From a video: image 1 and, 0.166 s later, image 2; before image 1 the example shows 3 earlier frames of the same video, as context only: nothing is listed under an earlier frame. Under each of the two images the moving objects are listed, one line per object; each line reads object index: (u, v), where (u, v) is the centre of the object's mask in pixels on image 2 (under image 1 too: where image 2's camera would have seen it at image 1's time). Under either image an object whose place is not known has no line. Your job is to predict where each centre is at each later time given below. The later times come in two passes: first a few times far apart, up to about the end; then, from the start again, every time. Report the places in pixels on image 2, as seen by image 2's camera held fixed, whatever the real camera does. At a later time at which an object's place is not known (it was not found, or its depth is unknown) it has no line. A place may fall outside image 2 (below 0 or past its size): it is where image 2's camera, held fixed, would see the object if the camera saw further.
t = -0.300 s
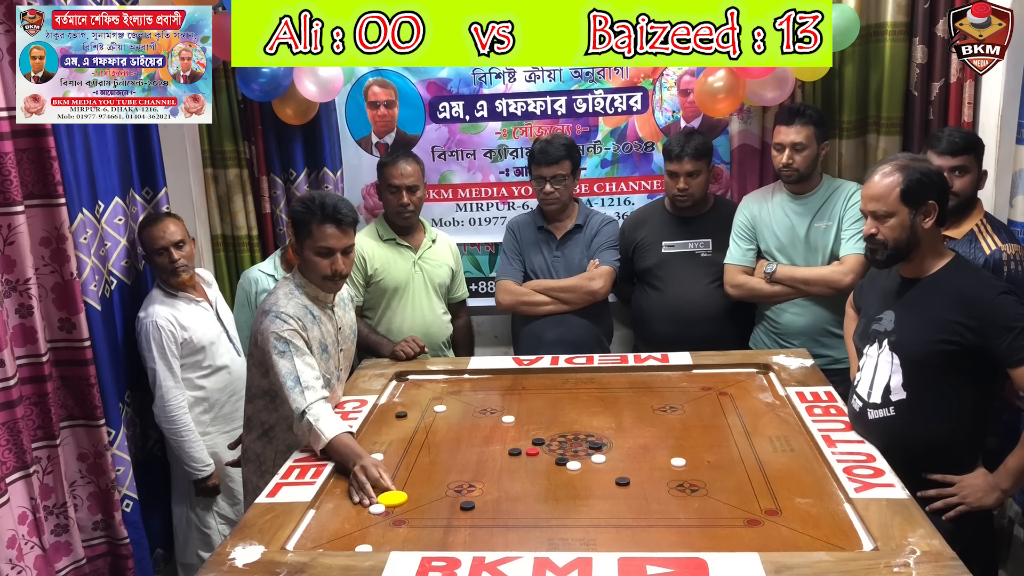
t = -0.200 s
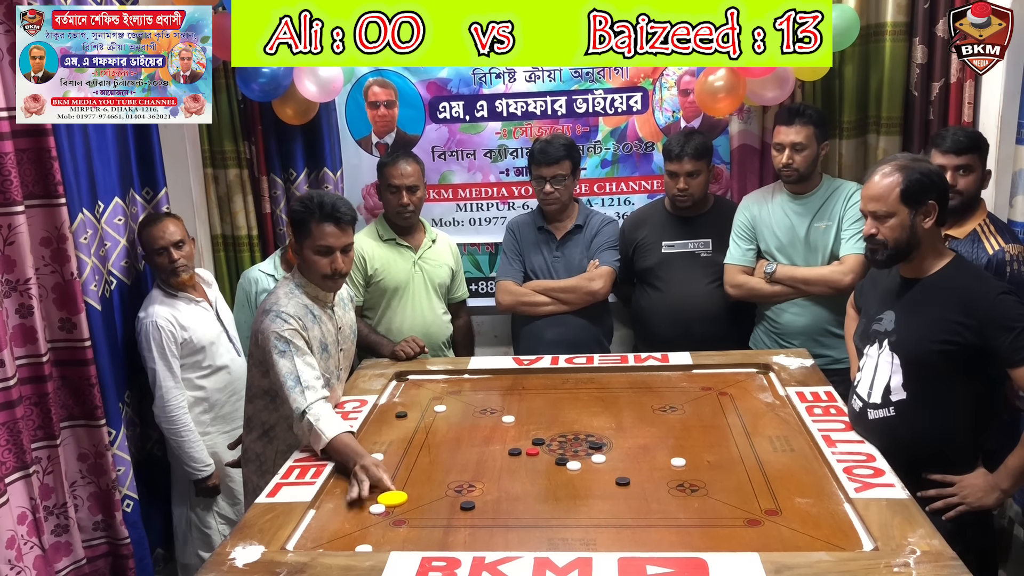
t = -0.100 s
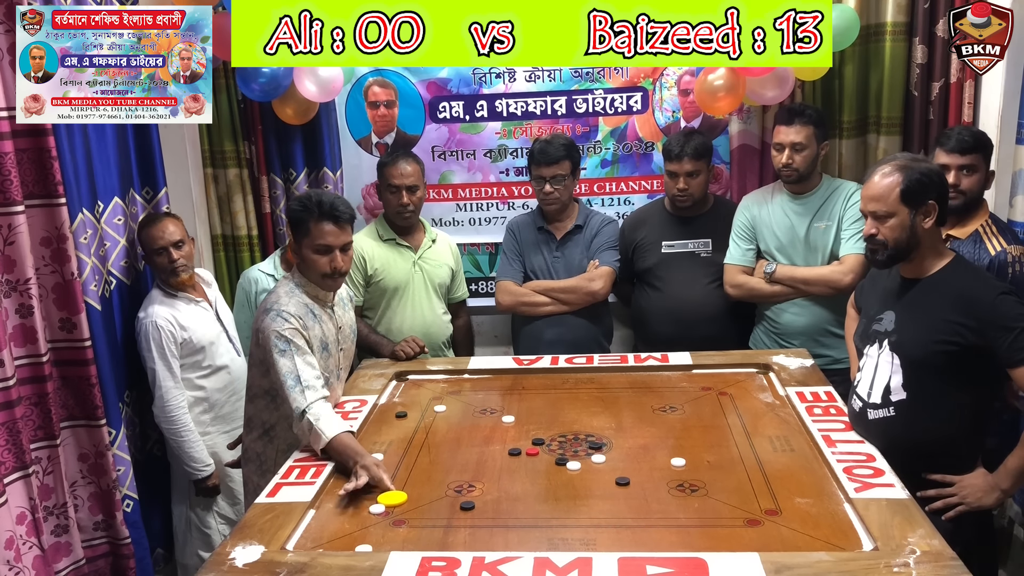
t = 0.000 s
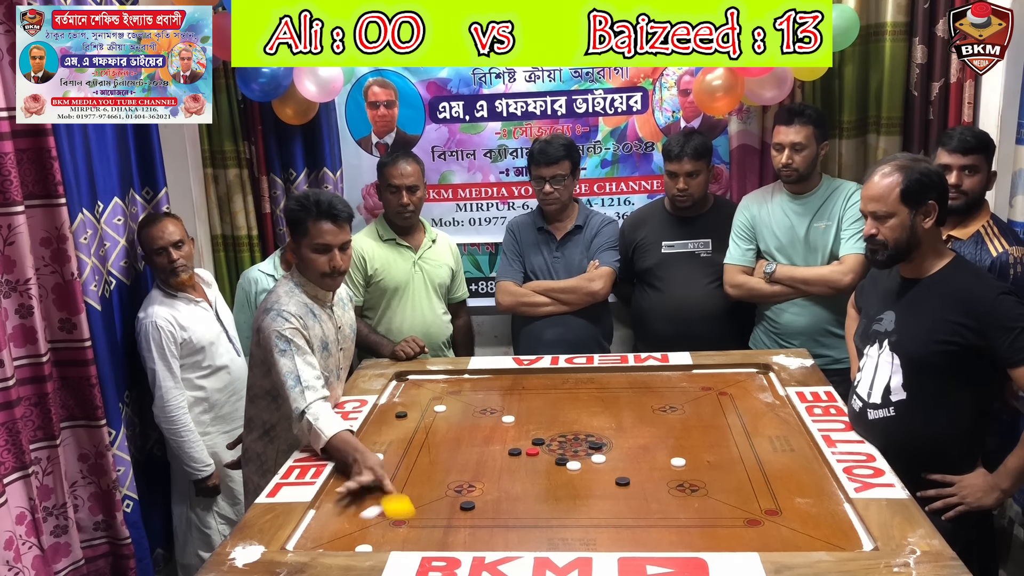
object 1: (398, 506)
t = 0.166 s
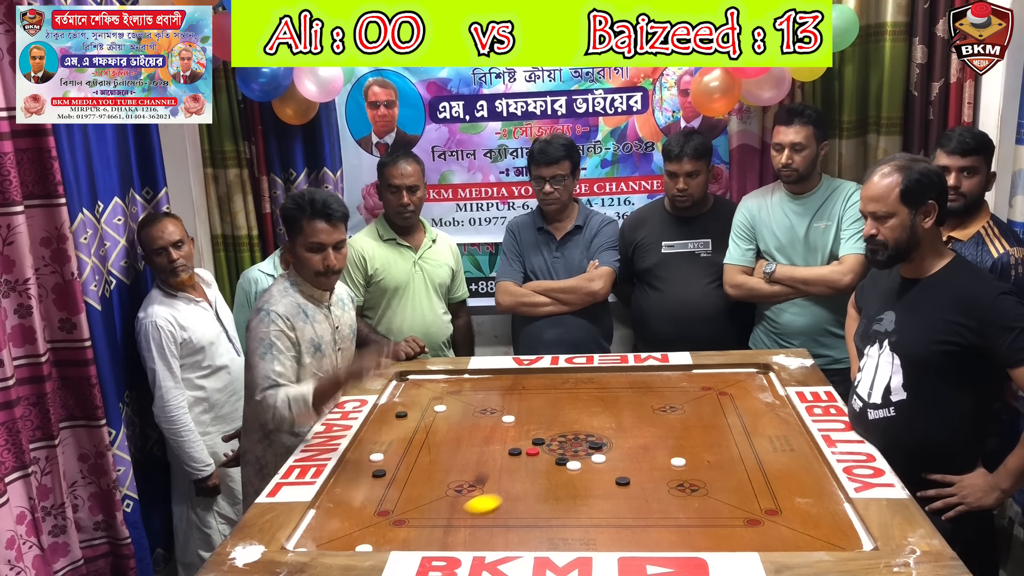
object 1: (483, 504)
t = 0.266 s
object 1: (528, 478)
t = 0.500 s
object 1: (578, 442)
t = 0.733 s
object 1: (605, 420)
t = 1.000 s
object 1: (621, 406)
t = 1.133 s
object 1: (625, 402)
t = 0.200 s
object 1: (499, 495)
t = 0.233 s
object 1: (513, 486)
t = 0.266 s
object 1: (528, 478)
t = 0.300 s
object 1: (540, 470)
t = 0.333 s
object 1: (550, 464)
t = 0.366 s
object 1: (556, 459)
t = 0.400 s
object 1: (563, 454)
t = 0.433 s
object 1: (568, 450)
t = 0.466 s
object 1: (574, 446)
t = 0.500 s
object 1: (578, 442)
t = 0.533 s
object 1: (583, 438)
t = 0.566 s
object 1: (587, 434)
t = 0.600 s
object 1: (592, 431)
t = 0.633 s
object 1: (595, 428)
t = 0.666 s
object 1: (599, 425)
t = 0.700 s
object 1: (602, 423)
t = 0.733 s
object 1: (605, 420)
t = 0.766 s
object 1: (608, 418)
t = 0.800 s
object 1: (610, 416)
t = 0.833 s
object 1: (613, 414)
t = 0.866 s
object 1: (615, 412)
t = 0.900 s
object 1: (617, 410)
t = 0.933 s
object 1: (619, 409)
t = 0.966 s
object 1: (620, 408)
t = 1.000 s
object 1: (621, 406)
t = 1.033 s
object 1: (622, 405)
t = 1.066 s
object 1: (623, 404)
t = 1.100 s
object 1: (624, 403)
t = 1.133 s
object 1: (625, 402)
